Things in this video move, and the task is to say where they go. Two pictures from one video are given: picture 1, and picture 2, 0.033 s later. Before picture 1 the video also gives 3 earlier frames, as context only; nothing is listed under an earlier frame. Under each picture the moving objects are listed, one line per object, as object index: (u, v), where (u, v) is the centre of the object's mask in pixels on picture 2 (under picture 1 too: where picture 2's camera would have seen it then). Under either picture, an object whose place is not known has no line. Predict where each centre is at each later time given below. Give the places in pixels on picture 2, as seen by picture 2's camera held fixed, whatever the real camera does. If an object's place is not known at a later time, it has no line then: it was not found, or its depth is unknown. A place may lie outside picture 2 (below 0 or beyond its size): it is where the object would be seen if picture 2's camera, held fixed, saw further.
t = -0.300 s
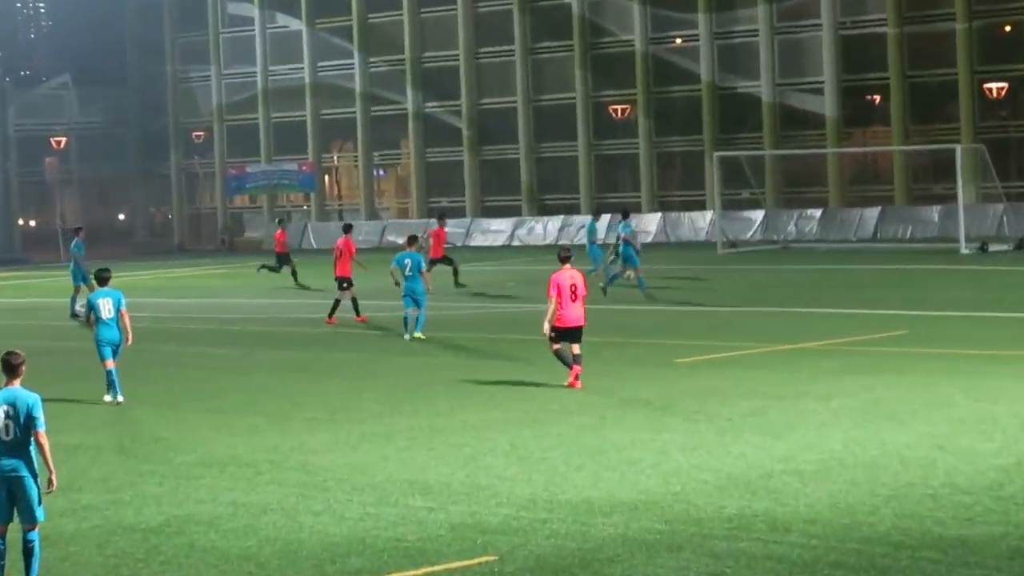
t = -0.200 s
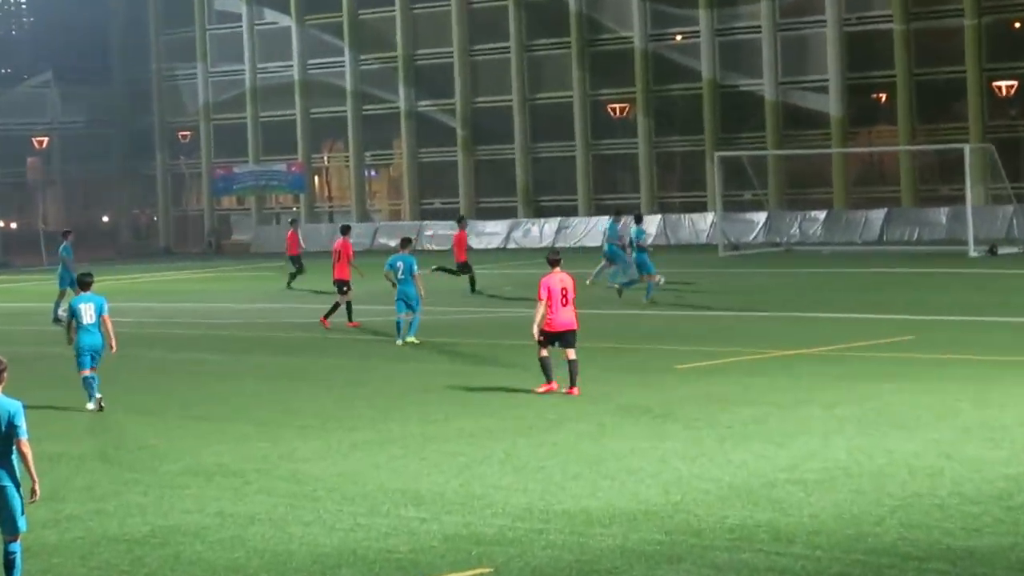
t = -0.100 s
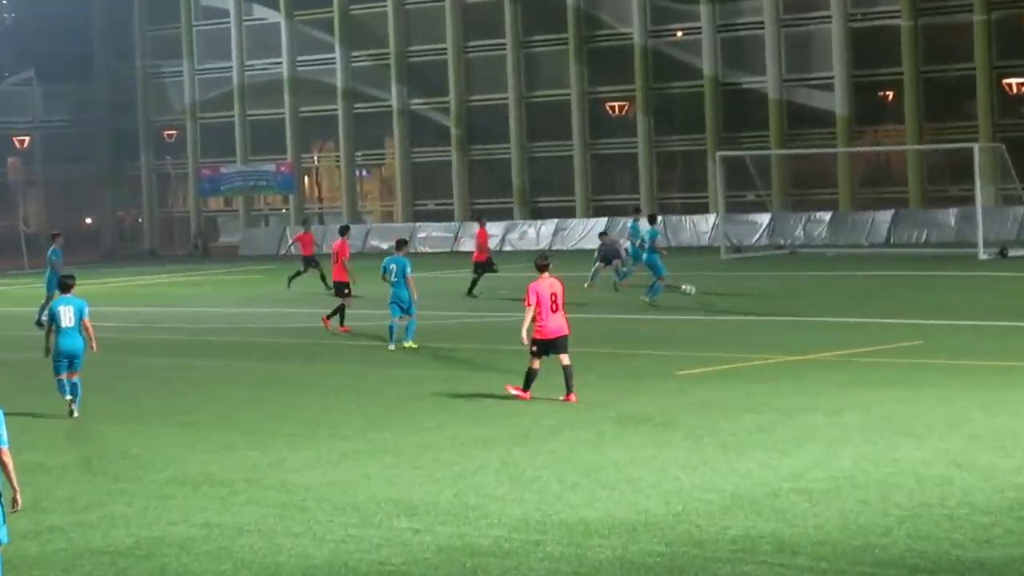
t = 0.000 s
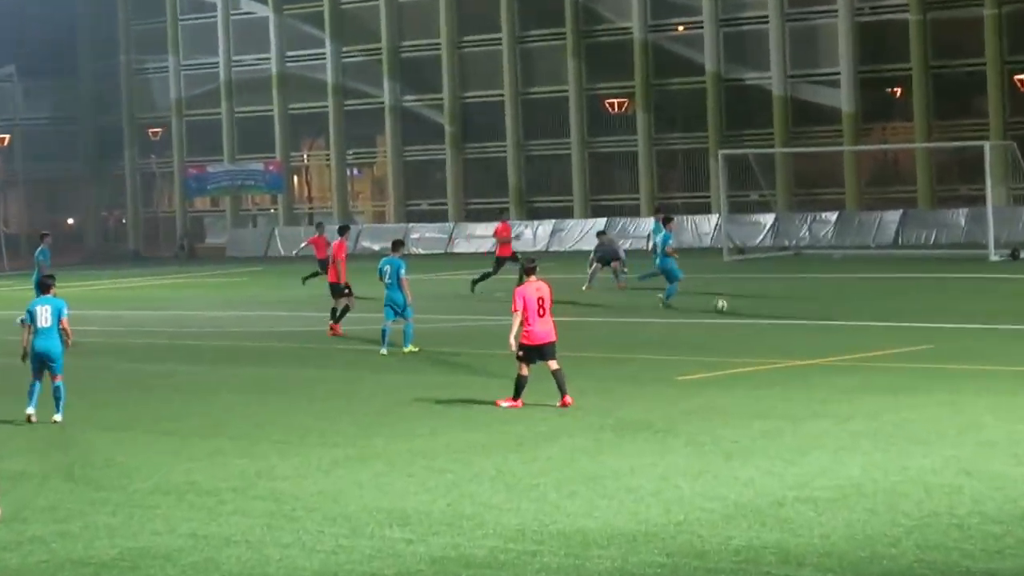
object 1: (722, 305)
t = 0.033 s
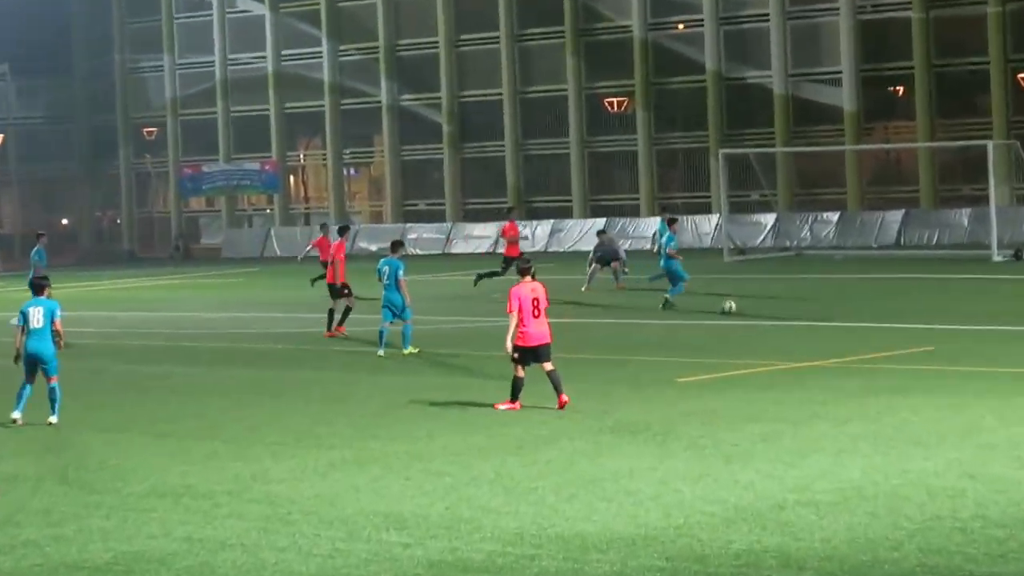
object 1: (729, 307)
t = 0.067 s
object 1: (737, 306)
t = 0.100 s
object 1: (746, 306)
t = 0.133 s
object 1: (754, 307)
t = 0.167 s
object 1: (761, 310)
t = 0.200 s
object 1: (769, 312)
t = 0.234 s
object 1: (775, 316)
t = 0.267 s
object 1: (783, 320)
